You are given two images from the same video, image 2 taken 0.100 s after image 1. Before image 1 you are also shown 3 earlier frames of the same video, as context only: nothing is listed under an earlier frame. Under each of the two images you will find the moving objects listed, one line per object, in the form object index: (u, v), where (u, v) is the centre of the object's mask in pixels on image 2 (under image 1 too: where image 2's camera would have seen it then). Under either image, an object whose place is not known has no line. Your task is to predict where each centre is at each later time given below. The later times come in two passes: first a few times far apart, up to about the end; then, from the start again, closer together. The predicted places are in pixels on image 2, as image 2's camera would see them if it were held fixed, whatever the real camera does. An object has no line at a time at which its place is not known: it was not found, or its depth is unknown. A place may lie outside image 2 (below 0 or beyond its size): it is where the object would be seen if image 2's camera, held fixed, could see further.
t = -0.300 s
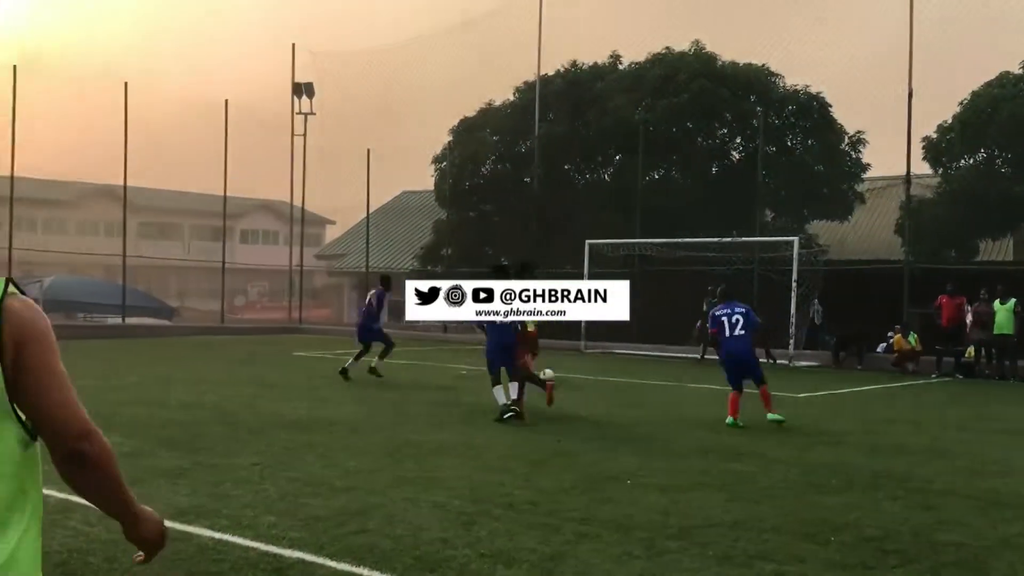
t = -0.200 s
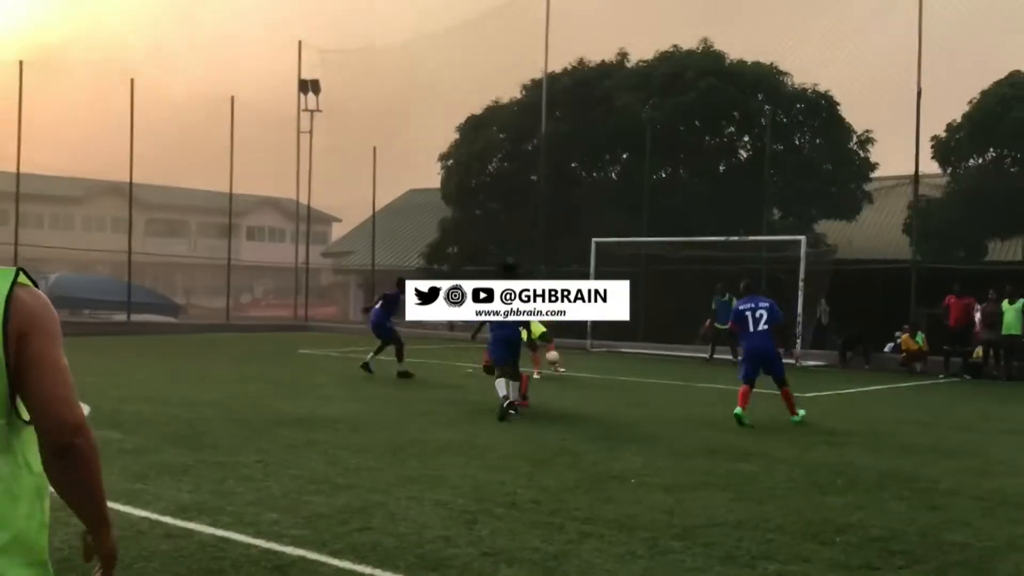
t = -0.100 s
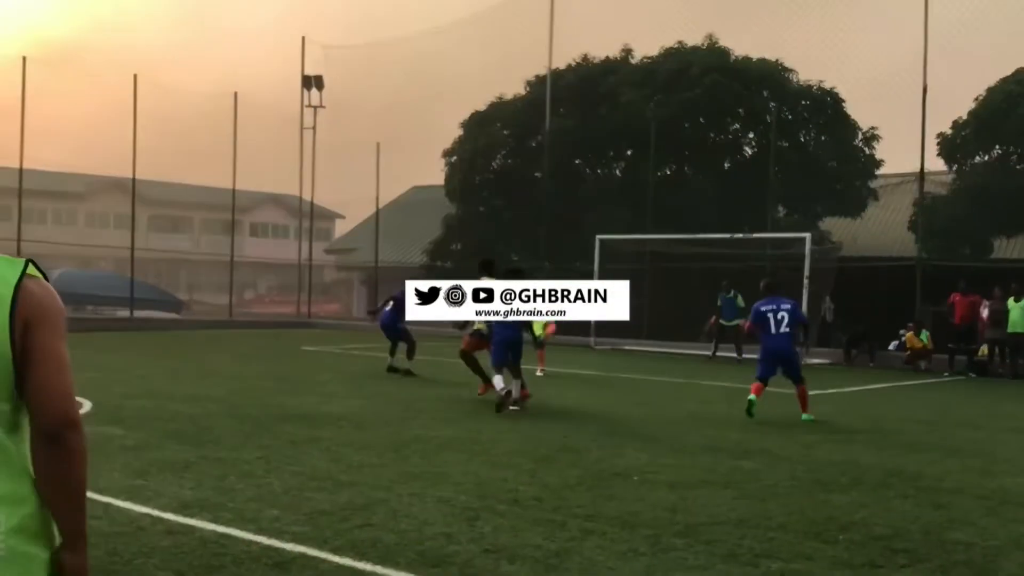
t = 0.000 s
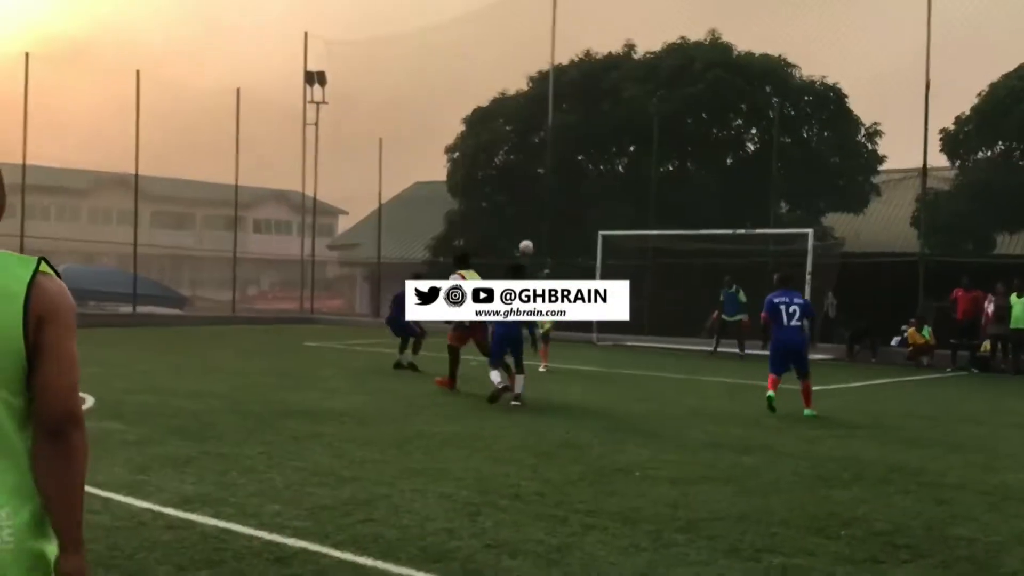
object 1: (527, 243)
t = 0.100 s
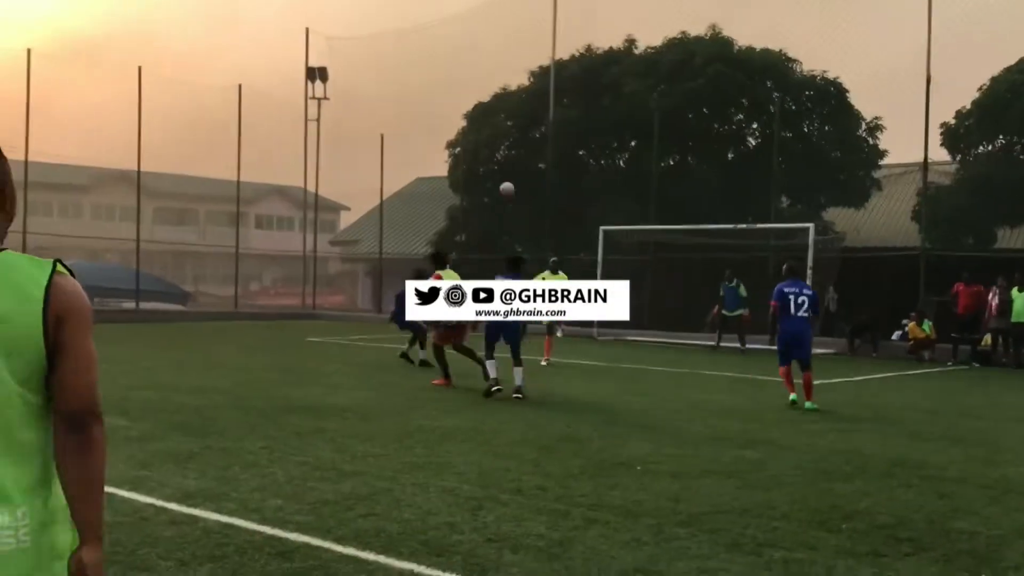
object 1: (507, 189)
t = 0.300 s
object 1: (466, 103)
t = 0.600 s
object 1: (405, 24)
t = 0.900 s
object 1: (345, 5)
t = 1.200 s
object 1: (286, 45)
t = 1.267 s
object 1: (272, 61)
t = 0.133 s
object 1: (500, 173)
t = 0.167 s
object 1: (493, 157)
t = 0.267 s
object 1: (472, 115)
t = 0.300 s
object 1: (466, 103)
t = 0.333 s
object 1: (460, 91)
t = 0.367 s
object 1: (453, 80)
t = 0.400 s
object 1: (446, 70)
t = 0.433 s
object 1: (439, 61)
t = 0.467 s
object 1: (432, 52)
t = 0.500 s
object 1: (425, 44)
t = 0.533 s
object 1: (419, 37)
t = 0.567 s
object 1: (412, 30)
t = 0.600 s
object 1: (405, 24)
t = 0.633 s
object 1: (398, 19)
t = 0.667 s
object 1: (392, 14)
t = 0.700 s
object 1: (386, 11)
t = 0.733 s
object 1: (379, 9)
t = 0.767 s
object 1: (372, 7)
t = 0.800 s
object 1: (366, 6)
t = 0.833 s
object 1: (359, 5)
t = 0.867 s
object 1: (352, 4)
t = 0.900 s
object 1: (345, 5)
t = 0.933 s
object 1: (339, 7)
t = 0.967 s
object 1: (332, 9)
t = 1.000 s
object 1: (326, 12)
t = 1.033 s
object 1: (319, 16)
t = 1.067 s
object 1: (312, 21)
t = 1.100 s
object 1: (305, 26)
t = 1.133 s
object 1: (299, 31)
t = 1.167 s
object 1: (292, 38)
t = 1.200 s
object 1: (286, 45)
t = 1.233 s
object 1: (279, 53)
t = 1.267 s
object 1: (272, 61)
